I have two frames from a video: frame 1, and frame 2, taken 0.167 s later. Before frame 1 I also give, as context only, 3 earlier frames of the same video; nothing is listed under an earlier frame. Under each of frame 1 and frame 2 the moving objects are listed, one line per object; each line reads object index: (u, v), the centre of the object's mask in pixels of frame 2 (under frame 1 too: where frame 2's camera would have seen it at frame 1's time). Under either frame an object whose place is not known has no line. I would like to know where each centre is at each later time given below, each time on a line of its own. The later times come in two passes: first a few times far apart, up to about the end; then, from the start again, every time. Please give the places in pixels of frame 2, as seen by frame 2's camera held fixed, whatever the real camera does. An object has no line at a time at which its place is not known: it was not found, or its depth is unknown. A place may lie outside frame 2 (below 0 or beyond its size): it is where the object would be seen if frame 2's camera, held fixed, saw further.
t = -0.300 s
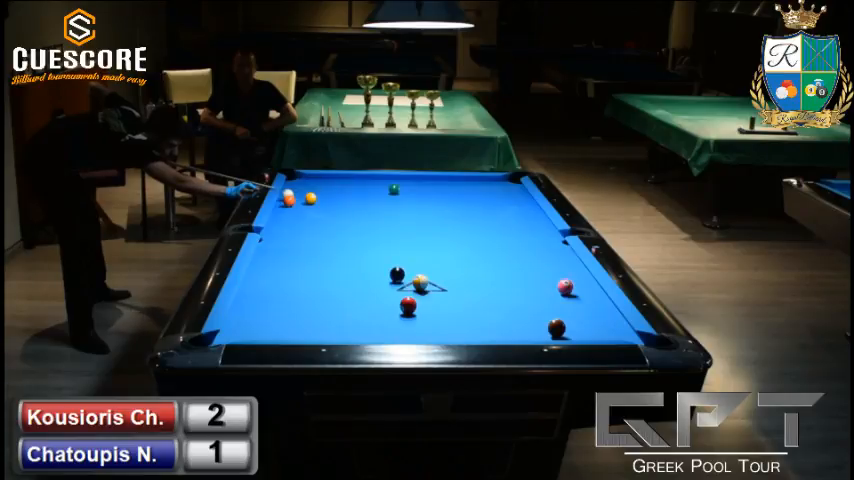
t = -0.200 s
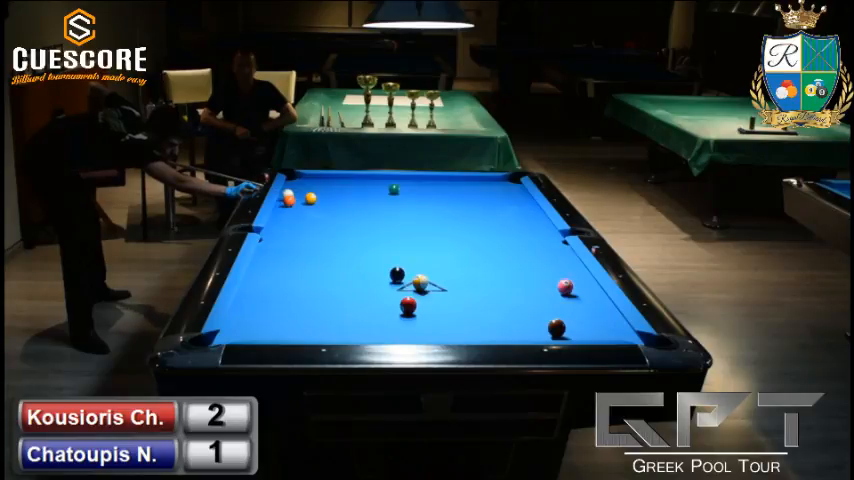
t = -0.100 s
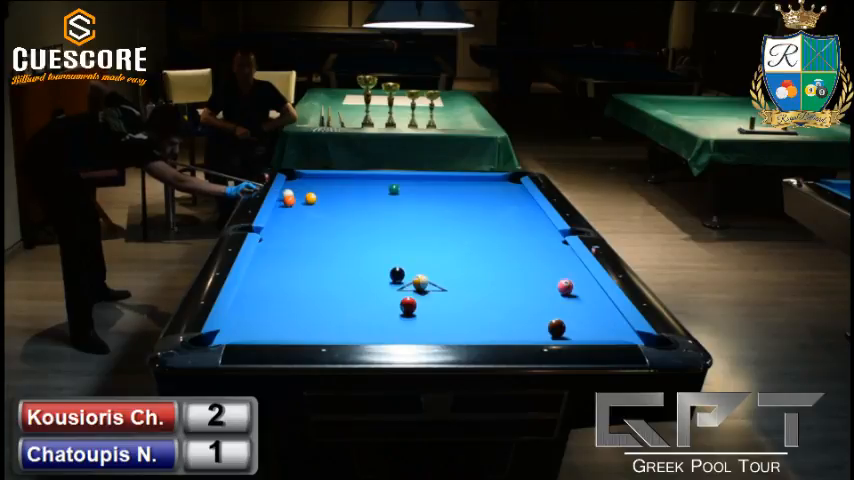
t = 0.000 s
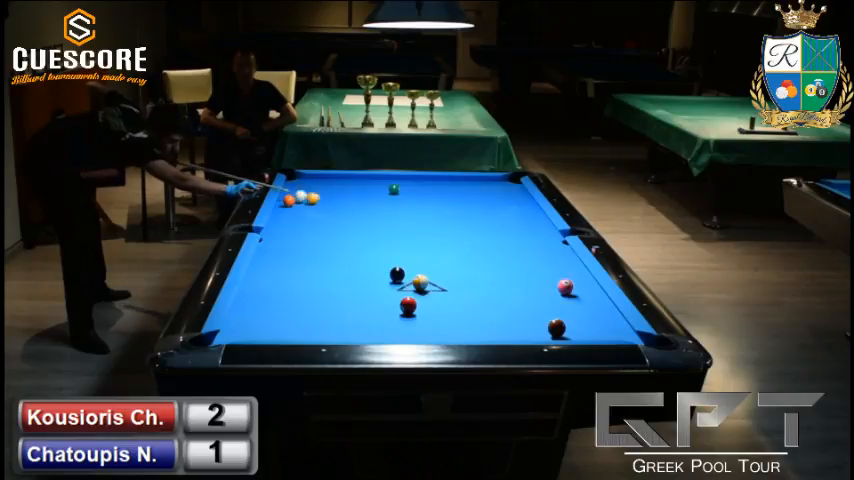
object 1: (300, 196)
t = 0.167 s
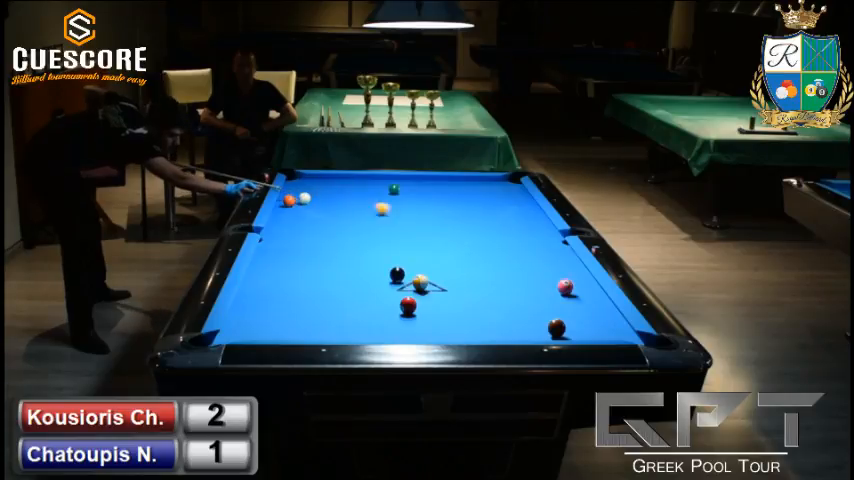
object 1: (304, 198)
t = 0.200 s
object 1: (306, 198)
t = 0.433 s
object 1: (329, 203)
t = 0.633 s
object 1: (351, 207)
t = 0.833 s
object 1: (373, 211)
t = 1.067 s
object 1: (399, 216)
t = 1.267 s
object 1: (422, 220)
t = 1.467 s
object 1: (444, 224)
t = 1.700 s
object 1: (470, 230)
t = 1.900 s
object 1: (492, 234)
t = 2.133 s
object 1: (518, 239)
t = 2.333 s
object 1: (541, 244)
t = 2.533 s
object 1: (563, 248)
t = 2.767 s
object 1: (557, 252)
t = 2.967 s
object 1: (550, 254)
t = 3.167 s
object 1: (543, 257)
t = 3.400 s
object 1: (536, 260)
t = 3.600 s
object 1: (529, 262)
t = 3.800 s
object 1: (523, 264)
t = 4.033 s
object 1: (517, 266)
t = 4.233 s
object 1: (511, 268)
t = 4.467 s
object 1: (505, 270)
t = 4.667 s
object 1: (501, 272)
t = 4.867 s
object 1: (497, 273)
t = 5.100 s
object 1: (492, 275)
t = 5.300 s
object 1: (489, 277)
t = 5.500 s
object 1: (487, 278)
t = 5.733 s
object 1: (484, 279)
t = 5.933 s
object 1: (482, 279)
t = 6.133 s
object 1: (481, 280)
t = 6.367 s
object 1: (479, 281)
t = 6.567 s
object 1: (479, 281)
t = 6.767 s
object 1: (479, 281)
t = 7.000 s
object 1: (479, 281)
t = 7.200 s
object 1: (479, 281)
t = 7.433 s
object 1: (479, 281)
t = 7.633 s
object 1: (479, 281)
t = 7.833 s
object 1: (479, 281)
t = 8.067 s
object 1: (479, 281)
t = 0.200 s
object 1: (306, 198)
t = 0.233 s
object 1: (308, 199)
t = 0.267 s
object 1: (311, 200)
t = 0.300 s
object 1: (314, 200)
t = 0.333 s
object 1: (318, 201)
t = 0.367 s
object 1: (321, 201)
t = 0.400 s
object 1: (325, 202)
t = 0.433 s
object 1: (329, 203)
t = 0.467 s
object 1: (332, 204)
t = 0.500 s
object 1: (336, 204)
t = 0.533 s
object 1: (340, 205)
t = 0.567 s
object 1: (344, 206)
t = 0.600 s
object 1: (347, 206)
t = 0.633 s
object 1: (351, 207)
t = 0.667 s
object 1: (355, 208)
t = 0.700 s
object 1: (358, 209)
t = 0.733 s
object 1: (362, 209)
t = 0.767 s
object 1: (366, 210)
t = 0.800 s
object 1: (370, 210)
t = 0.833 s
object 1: (373, 211)
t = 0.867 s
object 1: (377, 212)
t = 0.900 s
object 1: (381, 213)
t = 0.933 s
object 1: (384, 214)
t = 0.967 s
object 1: (388, 214)
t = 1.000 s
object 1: (392, 215)
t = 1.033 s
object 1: (396, 215)
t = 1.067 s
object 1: (399, 216)
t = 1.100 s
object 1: (403, 217)
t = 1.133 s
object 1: (407, 218)
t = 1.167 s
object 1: (410, 218)
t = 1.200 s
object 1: (414, 219)
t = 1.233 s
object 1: (418, 220)
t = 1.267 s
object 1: (422, 220)
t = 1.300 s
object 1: (425, 221)
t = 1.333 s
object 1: (429, 222)
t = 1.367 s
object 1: (433, 223)
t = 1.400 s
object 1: (437, 223)
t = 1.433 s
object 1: (440, 224)
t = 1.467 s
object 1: (444, 224)
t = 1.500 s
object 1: (447, 225)
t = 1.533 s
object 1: (451, 226)
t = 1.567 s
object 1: (455, 227)
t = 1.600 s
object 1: (459, 227)
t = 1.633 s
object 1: (463, 228)
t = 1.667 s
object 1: (466, 229)
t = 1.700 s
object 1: (470, 230)
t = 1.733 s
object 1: (474, 230)
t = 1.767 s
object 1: (477, 231)
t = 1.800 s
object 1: (481, 232)
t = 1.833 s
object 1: (485, 233)
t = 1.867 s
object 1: (488, 233)
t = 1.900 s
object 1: (492, 234)
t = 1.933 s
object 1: (496, 234)
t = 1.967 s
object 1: (500, 235)
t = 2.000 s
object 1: (503, 236)
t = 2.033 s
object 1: (507, 237)
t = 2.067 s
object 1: (511, 238)
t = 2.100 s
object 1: (515, 239)
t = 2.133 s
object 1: (518, 239)
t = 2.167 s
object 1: (522, 240)
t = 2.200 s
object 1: (526, 241)
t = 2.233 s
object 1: (529, 242)
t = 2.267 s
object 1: (533, 242)
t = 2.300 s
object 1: (537, 243)
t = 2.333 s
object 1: (541, 244)
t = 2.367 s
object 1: (544, 245)
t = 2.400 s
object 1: (548, 245)
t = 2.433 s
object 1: (552, 246)
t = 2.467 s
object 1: (556, 247)
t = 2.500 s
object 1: (560, 248)
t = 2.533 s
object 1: (563, 248)
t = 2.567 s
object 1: (565, 249)
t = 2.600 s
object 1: (564, 250)
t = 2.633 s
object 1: (563, 250)
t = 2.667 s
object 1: (561, 250)
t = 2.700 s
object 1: (560, 251)
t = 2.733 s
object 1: (558, 251)
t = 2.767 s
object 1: (557, 252)
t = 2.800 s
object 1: (556, 252)
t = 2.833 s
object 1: (555, 253)
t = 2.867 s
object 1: (554, 253)
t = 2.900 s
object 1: (553, 253)
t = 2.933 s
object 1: (552, 254)
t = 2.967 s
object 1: (550, 254)
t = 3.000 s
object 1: (549, 255)
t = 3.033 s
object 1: (548, 255)
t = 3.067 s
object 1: (547, 256)
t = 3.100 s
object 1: (546, 256)
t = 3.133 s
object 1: (545, 256)
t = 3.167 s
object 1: (543, 257)
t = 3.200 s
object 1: (542, 257)
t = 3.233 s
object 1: (541, 258)
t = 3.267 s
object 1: (540, 258)
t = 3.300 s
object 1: (539, 259)
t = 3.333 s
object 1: (538, 259)
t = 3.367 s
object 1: (537, 259)
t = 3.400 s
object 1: (536, 260)
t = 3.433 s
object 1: (535, 260)
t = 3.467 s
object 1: (534, 260)
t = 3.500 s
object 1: (533, 261)
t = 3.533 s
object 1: (531, 261)
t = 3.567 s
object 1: (530, 261)
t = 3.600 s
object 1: (529, 262)
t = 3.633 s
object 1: (528, 262)
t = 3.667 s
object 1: (527, 263)
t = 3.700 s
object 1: (526, 263)
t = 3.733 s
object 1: (525, 264)
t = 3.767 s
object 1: (524, 264)
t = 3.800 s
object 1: (523, 264)
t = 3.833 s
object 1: (522, 265)
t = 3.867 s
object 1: (521, 265)
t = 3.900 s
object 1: (520, 265)
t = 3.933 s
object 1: (519, 265)
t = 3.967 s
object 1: (518, 266)
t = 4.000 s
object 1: (518, 266)
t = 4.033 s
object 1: (517, 266)
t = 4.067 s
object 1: (515, 267)
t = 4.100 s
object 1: (515, 267)
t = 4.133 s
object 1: (514, 267)
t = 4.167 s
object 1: (513, 268)
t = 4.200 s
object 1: (512, 268)
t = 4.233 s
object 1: (511, 268)
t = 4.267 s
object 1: (510, 269)
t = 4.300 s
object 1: (509, 269)
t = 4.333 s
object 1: (508, 269)
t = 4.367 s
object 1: (508, 269)
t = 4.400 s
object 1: (507, 270)
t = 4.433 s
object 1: (506, 270)
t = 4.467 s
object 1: (505, 270)
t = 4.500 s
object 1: (504, 271)
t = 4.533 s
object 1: (504, 271)
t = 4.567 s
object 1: (503, 271)
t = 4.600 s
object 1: (502, 271)
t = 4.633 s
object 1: (501, 272)
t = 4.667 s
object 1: (501, 272)
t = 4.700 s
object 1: (500, 273)
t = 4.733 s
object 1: (499, 273)
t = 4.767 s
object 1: (499, 273)
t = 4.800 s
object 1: (498, 273)
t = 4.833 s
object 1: (497, 273)
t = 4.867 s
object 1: (497, 273)
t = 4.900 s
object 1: (496, 274)
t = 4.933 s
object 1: (495, 274)
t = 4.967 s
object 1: (495, 274)
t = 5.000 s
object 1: (494, 275)
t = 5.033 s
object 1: (494, 275)
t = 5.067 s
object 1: (493, 275)
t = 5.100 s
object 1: (492, 275)
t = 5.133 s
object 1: (492, 275)
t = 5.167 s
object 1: (491, 276)
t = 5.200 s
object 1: (491, 276)
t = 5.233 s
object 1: (490, 276)
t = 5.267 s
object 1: (490, 277)
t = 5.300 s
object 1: (489, 277)
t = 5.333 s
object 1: (489, 277)
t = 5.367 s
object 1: (488, 277)
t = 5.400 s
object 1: (488, 277)
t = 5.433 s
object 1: (487, 278)
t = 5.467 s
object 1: (487, 278)
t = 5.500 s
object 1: (487, 278)
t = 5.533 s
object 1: (486, 278)
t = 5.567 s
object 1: (486, 278)
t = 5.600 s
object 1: (485, 278)
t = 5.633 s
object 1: (485, 278)
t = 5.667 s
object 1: (485, 278)
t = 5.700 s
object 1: (484, 279)
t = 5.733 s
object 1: (484, 279)
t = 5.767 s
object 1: (483, 279)
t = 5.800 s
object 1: (483, 279)
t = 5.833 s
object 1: (483, 279)
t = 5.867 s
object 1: (482, 279)
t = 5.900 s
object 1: (482, 279)
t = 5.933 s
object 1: (482, 279)
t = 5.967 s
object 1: (482, 280)
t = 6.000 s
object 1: (481, 280)
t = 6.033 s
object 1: (481, 280)
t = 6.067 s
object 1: (481, 280)
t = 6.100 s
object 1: (481, 280)
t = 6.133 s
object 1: (481, 280)
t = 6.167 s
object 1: (480, 280)
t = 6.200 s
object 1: (480, 280)
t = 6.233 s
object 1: (480, 280)
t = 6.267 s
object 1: (480, 281)
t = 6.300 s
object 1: (480, 281)
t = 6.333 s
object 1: (480, 281)
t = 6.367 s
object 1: (479, 281)
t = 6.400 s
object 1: (479, 281)
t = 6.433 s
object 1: (479, 281)
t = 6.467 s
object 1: (479, 281)
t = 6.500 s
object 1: (479, 281)
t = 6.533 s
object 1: (479, 281)
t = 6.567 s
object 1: (479, 281)
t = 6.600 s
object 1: (479, 281)
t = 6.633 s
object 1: (479, 281)
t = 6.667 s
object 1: (479, 281)
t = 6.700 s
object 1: (479, 281)
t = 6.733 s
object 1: (479, 281)
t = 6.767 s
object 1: (479, 281)
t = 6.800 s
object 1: (478, 281)
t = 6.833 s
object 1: (479, 281)
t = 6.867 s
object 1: (479, 281)
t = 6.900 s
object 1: (479, 281)
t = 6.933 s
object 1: (479, 281)
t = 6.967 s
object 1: (479, 281)
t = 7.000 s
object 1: (479, 281)
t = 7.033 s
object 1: (479, 281)
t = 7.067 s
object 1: (479, 281)
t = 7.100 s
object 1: (479, 281)
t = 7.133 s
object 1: (479, 281)
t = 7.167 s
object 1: (479, 281)
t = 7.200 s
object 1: (479, 281)
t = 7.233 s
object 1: (479, 281)
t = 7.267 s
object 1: (479, 281)
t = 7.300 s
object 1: (479, 281)
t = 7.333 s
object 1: (479, 281)
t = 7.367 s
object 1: (479, 281)
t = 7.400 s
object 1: (479, 281)
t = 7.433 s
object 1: (479, 281)
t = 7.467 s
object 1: (479, 281)
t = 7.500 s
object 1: (479, 281)
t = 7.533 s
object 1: (479, 281)
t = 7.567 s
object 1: (479, 281)
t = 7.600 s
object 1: (479, 281)
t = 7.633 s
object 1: (479, 281)
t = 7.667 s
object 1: (479, 281)
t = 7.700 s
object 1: (479, 281)
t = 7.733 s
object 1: (479, 281)
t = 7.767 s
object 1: (479, 281)
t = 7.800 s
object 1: (479, 281)
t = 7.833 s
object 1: (479, 281)
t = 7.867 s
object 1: (479, 281)
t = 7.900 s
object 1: (479, 281)
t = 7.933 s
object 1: (479, 281)
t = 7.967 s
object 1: (479, 281)
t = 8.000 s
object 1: (479, 281)
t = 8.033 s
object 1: (479, 281)
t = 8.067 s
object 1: (479, 281)
